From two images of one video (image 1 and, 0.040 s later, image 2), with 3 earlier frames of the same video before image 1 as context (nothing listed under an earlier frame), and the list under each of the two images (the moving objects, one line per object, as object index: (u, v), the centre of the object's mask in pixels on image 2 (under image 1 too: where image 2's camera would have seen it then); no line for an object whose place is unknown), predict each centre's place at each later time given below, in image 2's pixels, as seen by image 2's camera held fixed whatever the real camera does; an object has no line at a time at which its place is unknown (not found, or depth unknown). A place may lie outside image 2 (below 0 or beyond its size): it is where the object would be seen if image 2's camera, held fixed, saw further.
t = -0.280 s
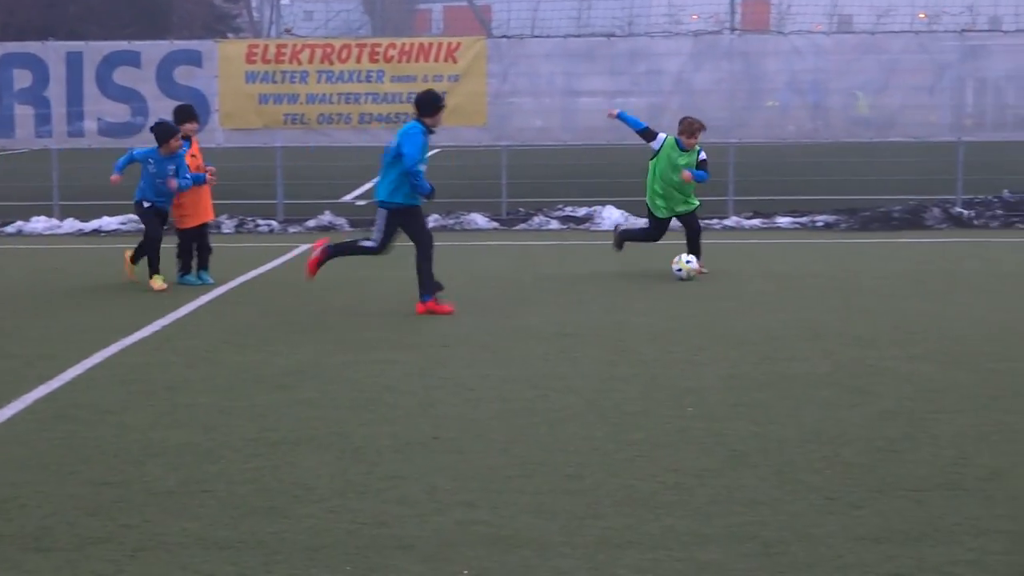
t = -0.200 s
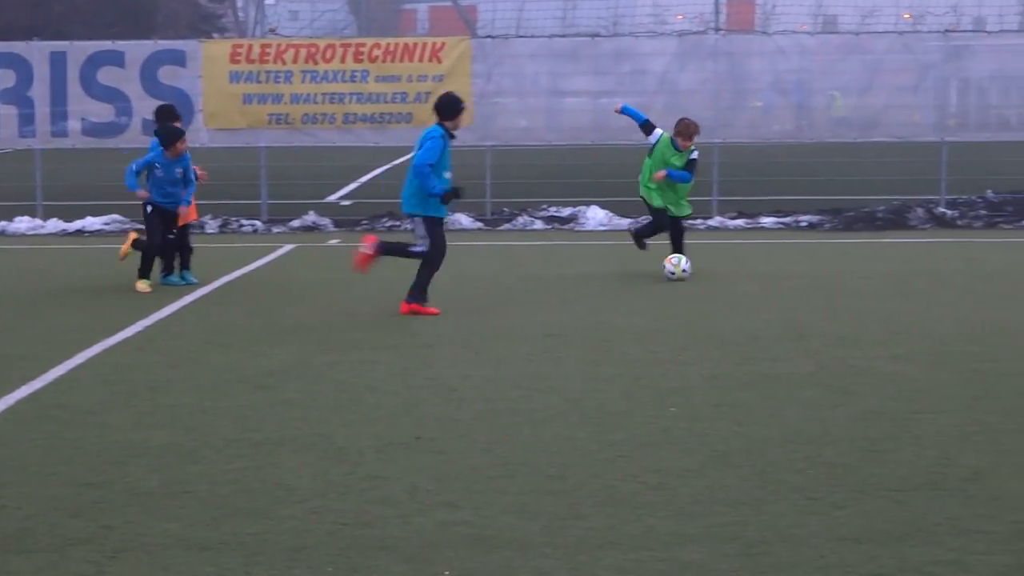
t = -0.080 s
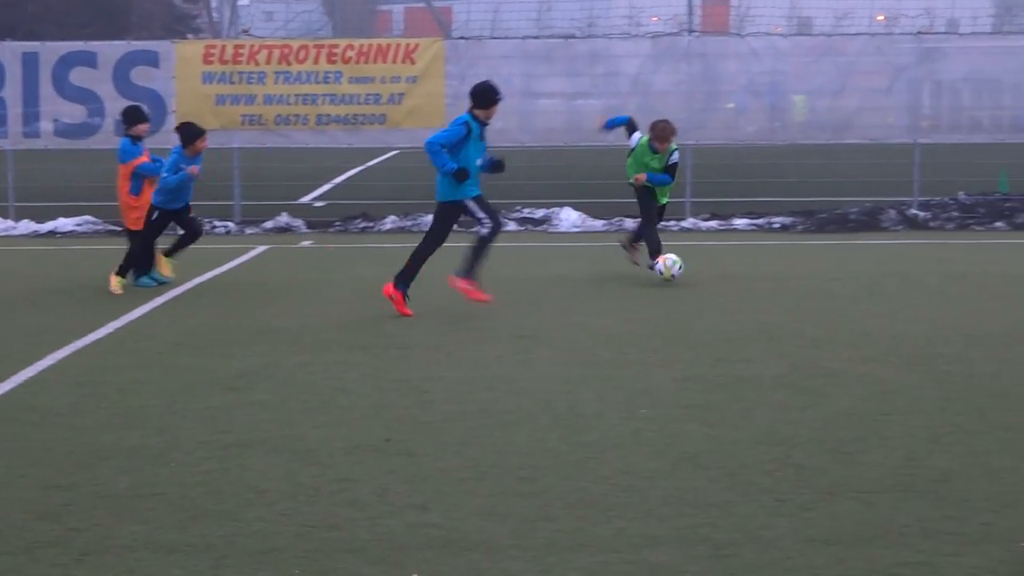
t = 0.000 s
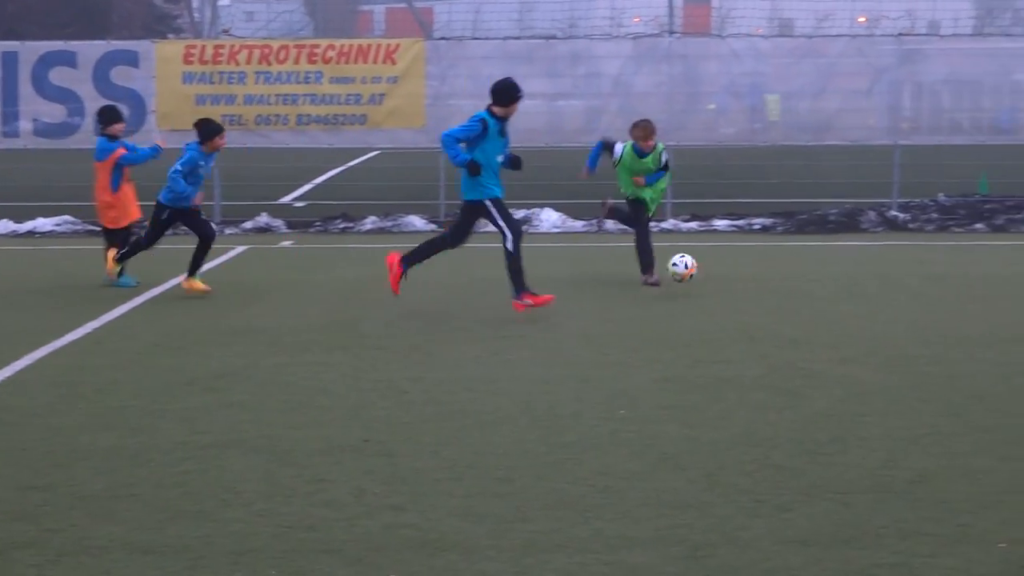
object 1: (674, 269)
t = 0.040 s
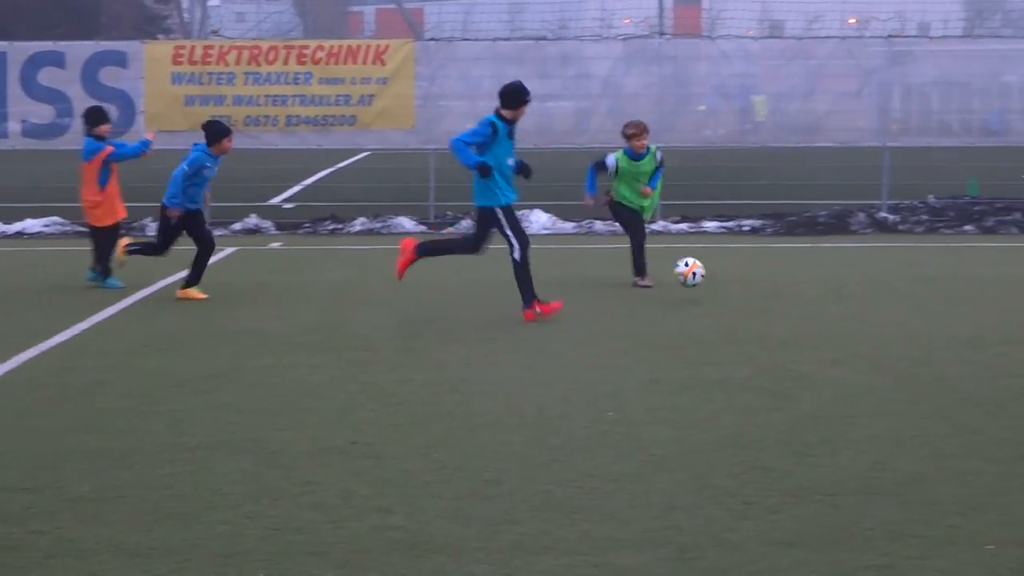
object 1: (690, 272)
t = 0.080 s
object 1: (706, 276)
